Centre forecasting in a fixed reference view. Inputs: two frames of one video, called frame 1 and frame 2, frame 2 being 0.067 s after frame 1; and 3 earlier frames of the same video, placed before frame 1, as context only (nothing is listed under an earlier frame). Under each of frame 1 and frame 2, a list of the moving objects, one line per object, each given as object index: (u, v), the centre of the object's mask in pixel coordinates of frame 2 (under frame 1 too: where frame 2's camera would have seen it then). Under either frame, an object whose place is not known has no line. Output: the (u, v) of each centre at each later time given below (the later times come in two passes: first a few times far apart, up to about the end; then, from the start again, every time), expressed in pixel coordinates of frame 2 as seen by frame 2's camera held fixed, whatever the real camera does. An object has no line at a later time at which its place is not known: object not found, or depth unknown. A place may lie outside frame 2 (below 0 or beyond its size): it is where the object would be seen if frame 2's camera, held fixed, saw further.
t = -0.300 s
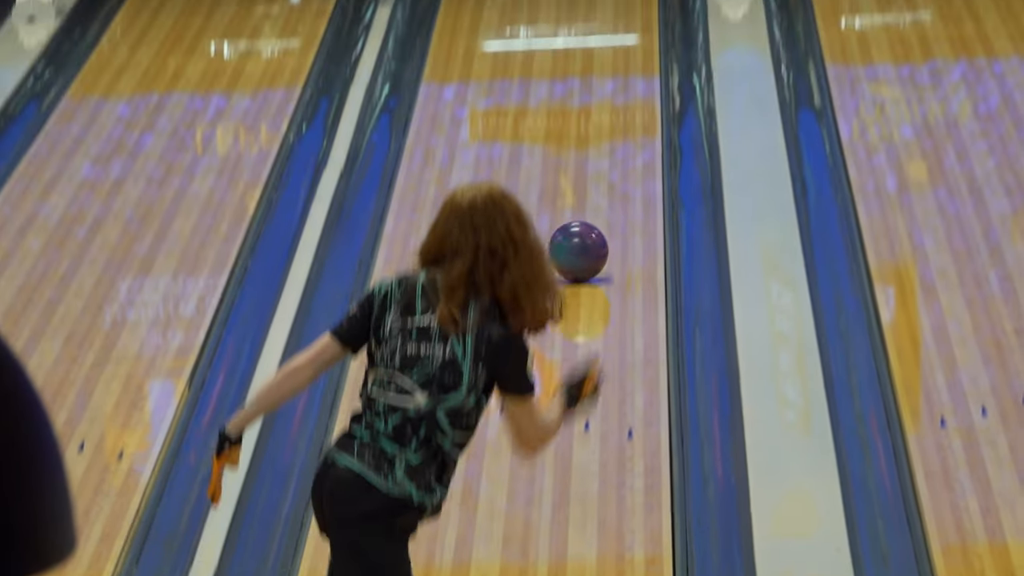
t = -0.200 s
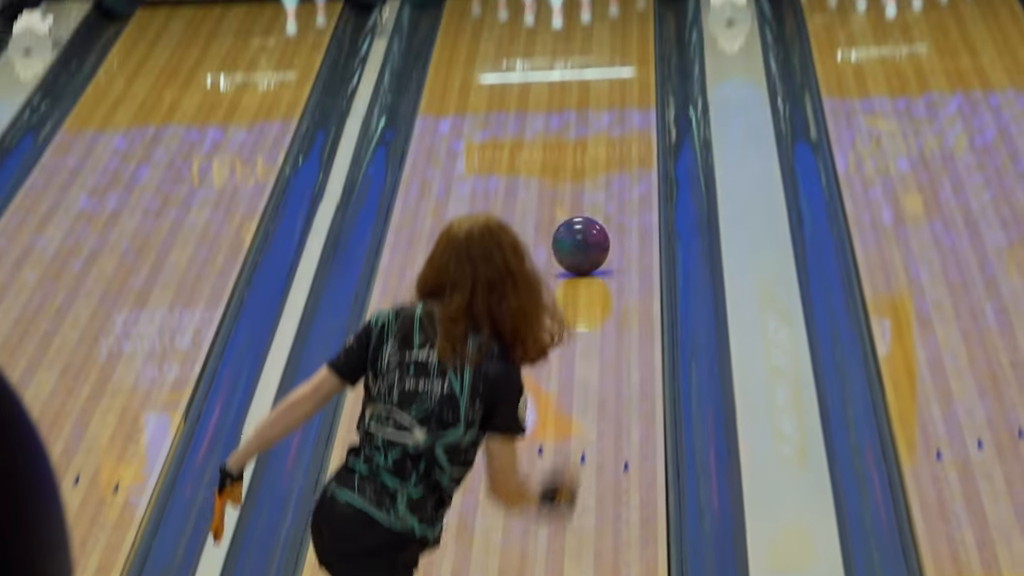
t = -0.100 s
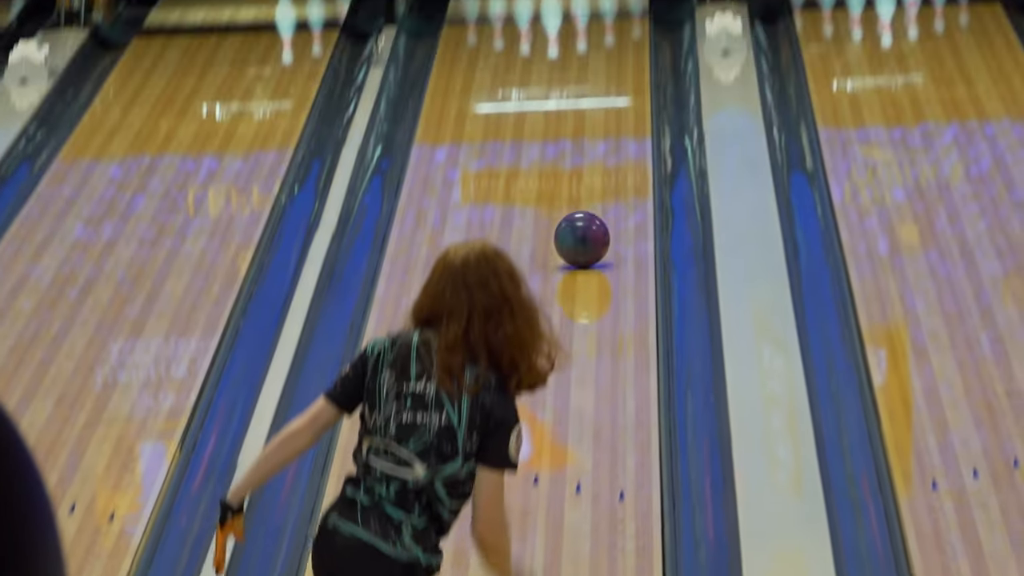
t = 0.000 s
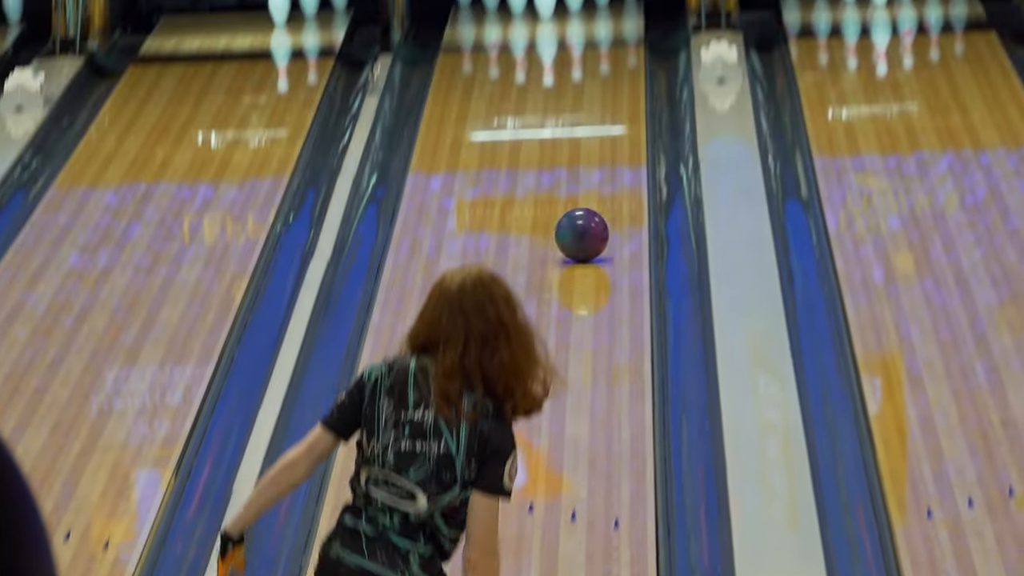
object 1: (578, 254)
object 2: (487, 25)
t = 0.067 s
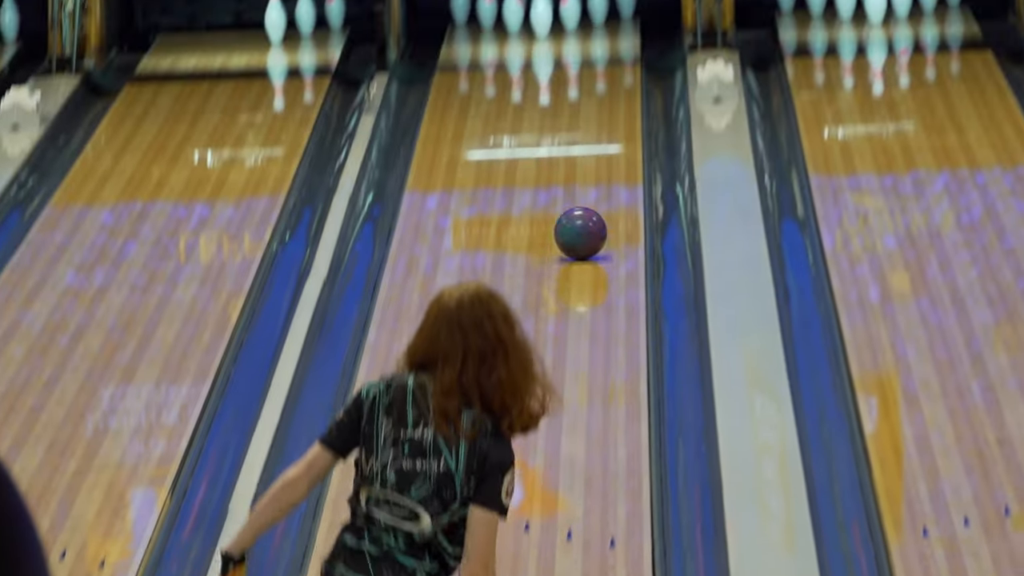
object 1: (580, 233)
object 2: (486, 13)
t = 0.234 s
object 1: (585, 186)
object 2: (486, 0)
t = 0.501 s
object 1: (586, 119)
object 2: (486, -3)
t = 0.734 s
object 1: (578, 68)
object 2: (486, -4)
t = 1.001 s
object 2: (486, -3)
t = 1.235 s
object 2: (456, -18)
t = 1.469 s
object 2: (425, 12)
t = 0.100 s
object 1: (581, 223)
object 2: (486, 8)
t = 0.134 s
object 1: (582, 213)
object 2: (486, 5)
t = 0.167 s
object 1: (584, 204)
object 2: (486, 1)
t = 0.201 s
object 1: (584, 195)
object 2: (486, 0)
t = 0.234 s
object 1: (585, 186)
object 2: (486, 0)
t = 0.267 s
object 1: (586, 177)
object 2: (486, -1)
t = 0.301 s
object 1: (587, 168)
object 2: (486, -1)
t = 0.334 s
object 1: (587, 159)
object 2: (486, -2)
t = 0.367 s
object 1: (587, 151)
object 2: (486, -2)
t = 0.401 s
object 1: (587, 142)
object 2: (486, -2)
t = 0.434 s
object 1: (587, 134)
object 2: (486, -2)
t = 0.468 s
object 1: (587, 126)
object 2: (486, -4)
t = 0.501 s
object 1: (586, 119)
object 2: (486, -3)
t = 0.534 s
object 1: (586, 111)
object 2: (486, -3)
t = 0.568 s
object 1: (585, 103)
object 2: (486, -4)
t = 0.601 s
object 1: (584, 96)
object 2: (486, -4)
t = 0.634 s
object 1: (583, 88)
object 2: (486, -3)
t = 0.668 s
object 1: (582, 81)
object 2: (486, -4)
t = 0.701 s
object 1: (580, 74)
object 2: (486, -4)
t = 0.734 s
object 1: (578, 68)
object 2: (486, -4)
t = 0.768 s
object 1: (577, 62)
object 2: (486, -4)
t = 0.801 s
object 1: (575, 55)
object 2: (486, -4)
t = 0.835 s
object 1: (573, 49)
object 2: (486, -4)
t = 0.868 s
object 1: (570, 43)
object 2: (486, -4)
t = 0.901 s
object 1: (568, 37)
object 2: (486, -4)
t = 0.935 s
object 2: (485, -4)
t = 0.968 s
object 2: (486, -4)
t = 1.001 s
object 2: (486, -3)
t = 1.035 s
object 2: (486, -4)
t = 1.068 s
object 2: (485, -3)
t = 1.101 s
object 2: (484, -8)
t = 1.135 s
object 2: (471, -9)
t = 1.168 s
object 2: (458, -12)
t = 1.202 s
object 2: (460, -17)
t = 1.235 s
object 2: (456, -18)
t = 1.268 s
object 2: (453, -15)
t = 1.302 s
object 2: (447, -7)
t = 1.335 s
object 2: (438, -1)
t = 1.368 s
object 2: (431, 6)
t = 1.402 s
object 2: (429, 9)
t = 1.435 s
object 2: (427, 10)
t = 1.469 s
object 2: (425, 12)
